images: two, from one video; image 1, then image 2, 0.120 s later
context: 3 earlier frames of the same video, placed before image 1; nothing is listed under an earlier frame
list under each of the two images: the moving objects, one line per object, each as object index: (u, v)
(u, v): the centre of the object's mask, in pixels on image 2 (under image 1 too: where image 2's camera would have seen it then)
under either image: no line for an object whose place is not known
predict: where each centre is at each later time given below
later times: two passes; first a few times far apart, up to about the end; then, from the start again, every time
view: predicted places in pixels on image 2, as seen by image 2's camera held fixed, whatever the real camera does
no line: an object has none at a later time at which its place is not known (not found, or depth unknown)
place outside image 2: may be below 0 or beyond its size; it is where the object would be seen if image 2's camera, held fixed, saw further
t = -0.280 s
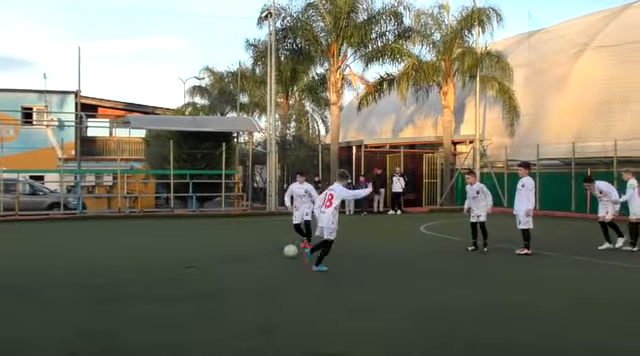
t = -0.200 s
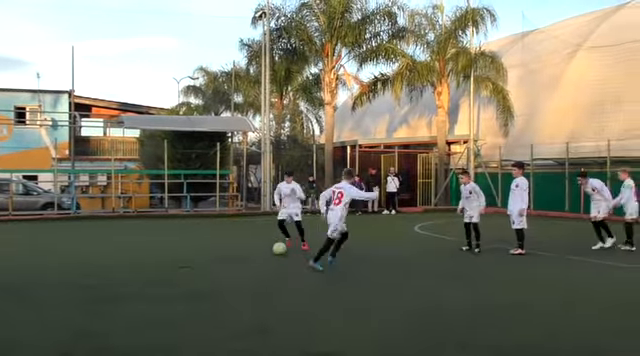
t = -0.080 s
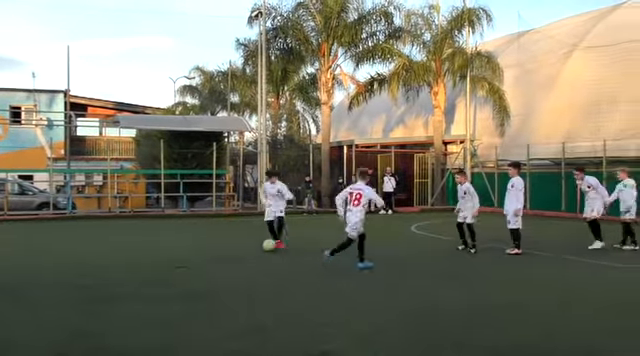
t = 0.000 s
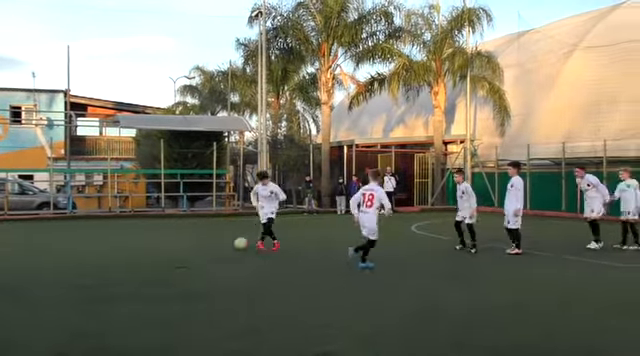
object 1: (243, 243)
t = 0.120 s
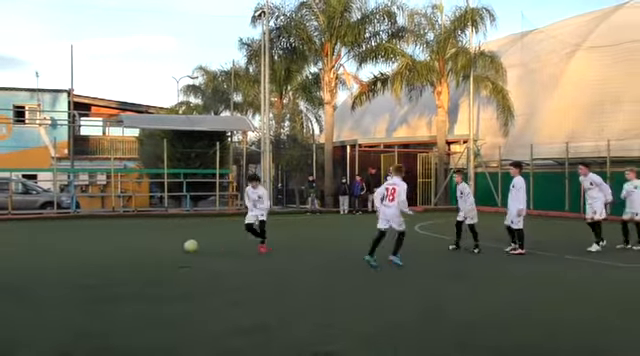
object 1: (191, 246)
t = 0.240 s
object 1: (135, 250)
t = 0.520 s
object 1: (3, 256)
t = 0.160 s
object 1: (171, 249)
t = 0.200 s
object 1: (152, 252)
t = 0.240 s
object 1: (135, 250)
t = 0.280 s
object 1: (117, 250)
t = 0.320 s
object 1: (98, 251)
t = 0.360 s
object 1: (78, 253)
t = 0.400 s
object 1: (58, 257)
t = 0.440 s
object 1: (40, 257)
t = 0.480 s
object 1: (22, 255)
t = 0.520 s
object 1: (3, 256)
